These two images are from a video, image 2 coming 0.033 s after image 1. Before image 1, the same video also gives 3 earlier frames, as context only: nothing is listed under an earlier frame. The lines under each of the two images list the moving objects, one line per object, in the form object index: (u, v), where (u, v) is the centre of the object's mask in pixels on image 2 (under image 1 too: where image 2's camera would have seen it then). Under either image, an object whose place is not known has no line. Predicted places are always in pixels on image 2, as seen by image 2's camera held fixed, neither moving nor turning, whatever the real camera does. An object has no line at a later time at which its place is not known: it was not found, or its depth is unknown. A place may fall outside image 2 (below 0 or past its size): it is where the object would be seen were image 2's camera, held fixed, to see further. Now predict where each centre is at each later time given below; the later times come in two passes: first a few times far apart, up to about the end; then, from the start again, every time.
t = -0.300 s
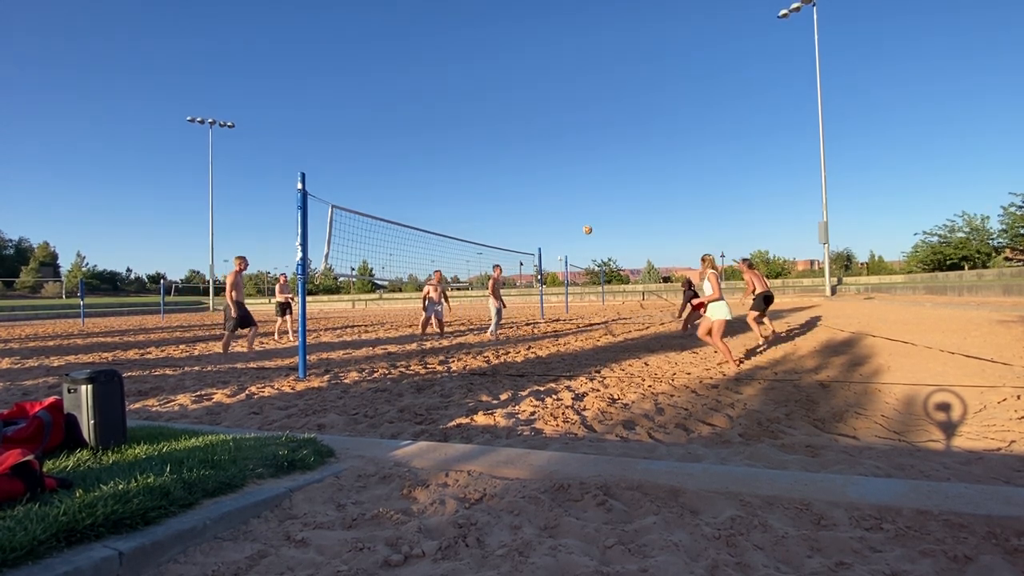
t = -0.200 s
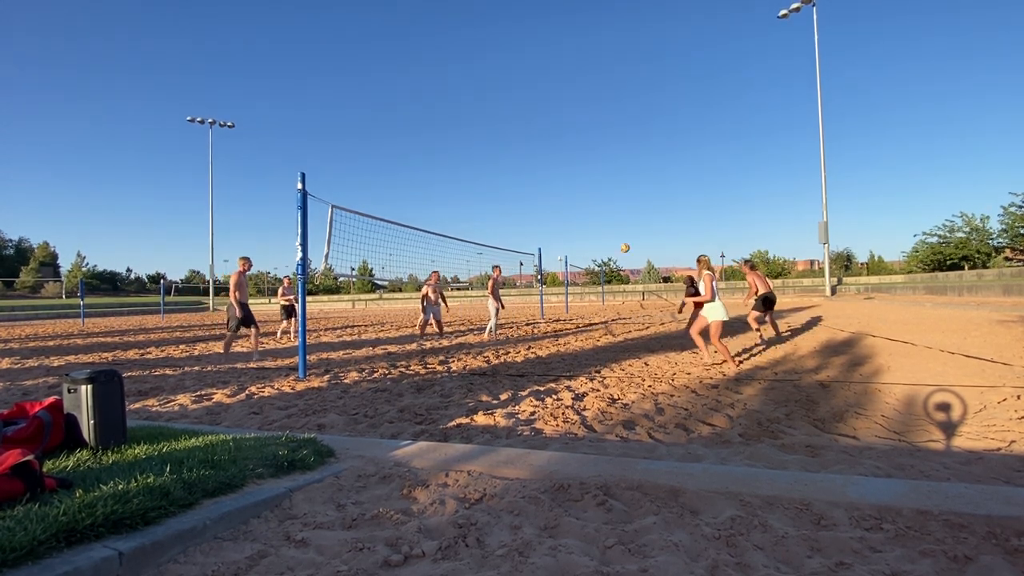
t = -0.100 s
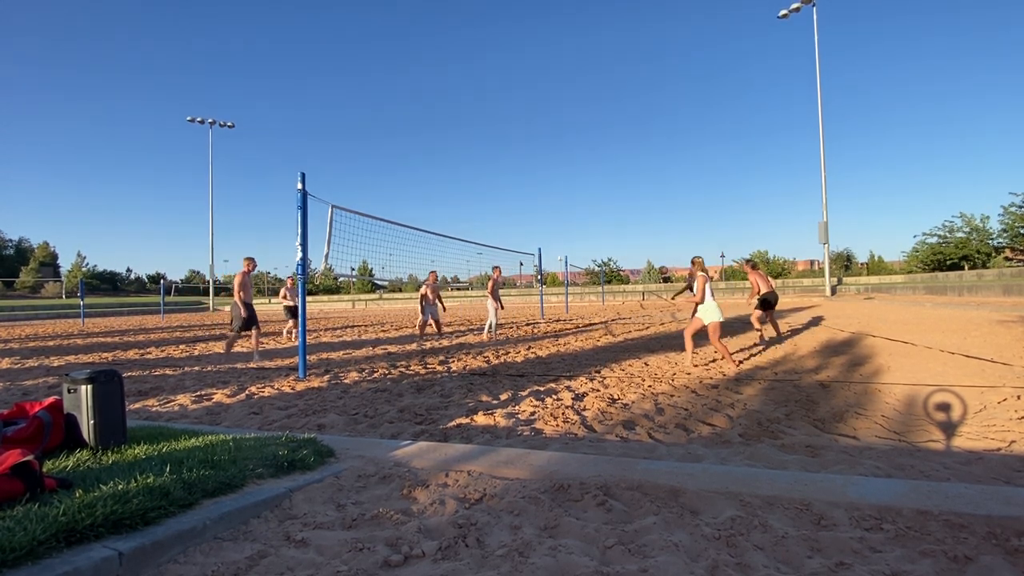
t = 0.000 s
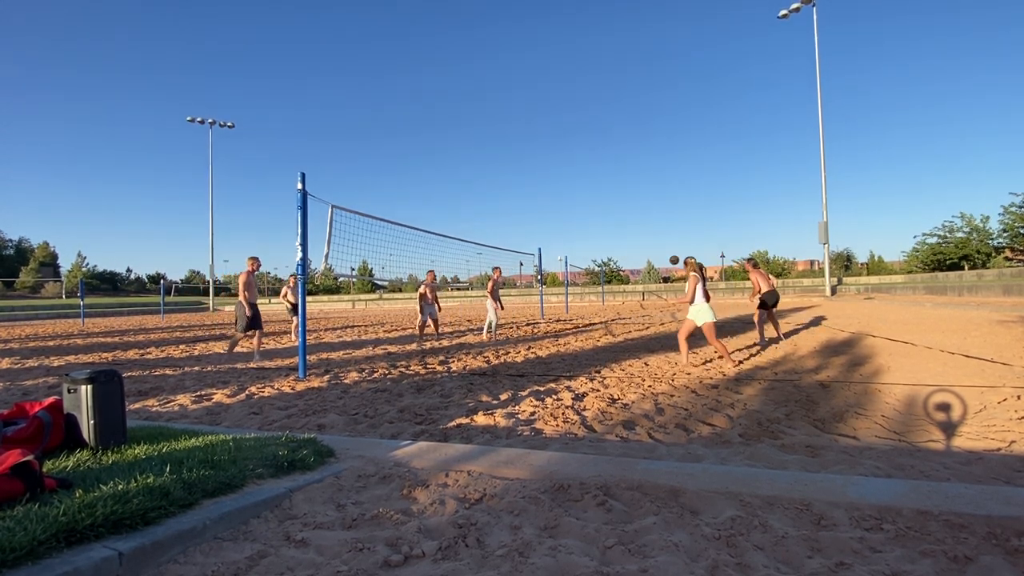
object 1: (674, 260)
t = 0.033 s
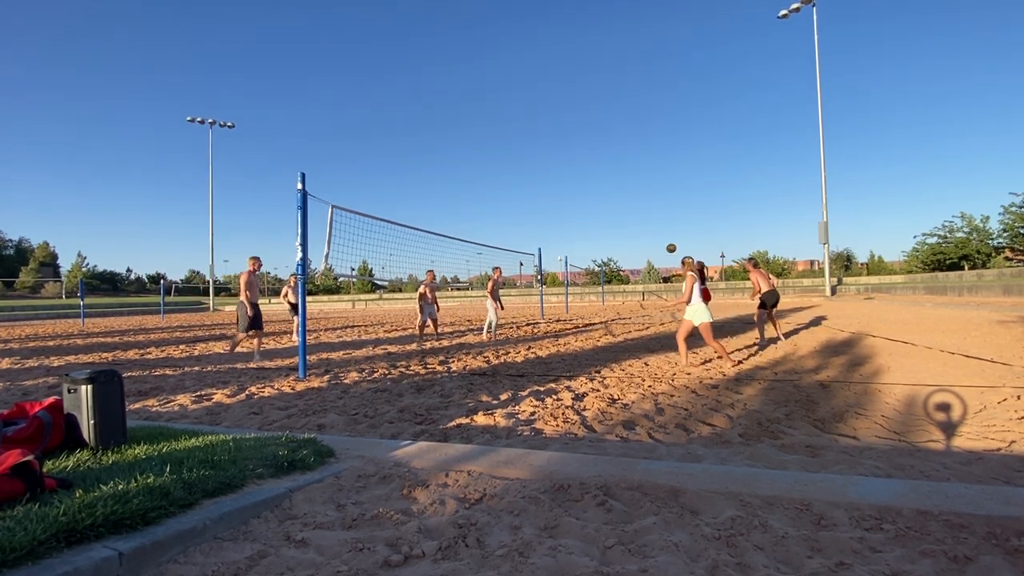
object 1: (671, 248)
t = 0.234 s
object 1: (652, 188)
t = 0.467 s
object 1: (630, 139)
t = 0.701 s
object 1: (608, 116)
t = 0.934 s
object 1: (586, 119)
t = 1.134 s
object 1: (566, 142)
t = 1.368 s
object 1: (543, 191)
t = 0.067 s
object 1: (668, 237)
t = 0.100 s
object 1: (664, 226)
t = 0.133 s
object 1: (661, 216)
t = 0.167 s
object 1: (658, 206)
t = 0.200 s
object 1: (655, 197)
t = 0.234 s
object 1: (652, 188)
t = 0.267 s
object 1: (649, 179)
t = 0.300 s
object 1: (645, 171)
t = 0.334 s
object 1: (642, 164)
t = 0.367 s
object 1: (639, 157)
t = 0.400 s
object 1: (636, 150)
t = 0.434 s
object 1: (633, 145)
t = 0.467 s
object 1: (630, 139)
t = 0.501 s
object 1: (627, 134)
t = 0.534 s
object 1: (624, 130)
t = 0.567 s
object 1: (621, 126)
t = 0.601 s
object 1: (617, 123)
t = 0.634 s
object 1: (614, 120)
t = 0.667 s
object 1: (611, 118)
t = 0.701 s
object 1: (608, 116)
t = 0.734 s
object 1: (605, 115)
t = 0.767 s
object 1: (601, 114)
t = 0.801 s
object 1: (598, 114)
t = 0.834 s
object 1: (595, 115)
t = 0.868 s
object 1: (592, 115)
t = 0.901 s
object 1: (589, 117)
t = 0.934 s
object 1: (586, 119)
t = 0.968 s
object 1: (582, 122)
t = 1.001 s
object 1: (579, 125)
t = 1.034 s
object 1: (576, 128)
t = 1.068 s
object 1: (572, 132)
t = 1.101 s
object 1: (569, 136)
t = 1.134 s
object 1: (566, 142)
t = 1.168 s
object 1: (563, 147)
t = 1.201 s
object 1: (559, 153)
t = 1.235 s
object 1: (556, 160)
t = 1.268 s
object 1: (553, 167)
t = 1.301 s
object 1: (550, 174)
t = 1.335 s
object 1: (547, 183)
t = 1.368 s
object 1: (543, 191)
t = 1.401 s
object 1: (540, 200)
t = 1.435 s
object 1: (536, 209)
